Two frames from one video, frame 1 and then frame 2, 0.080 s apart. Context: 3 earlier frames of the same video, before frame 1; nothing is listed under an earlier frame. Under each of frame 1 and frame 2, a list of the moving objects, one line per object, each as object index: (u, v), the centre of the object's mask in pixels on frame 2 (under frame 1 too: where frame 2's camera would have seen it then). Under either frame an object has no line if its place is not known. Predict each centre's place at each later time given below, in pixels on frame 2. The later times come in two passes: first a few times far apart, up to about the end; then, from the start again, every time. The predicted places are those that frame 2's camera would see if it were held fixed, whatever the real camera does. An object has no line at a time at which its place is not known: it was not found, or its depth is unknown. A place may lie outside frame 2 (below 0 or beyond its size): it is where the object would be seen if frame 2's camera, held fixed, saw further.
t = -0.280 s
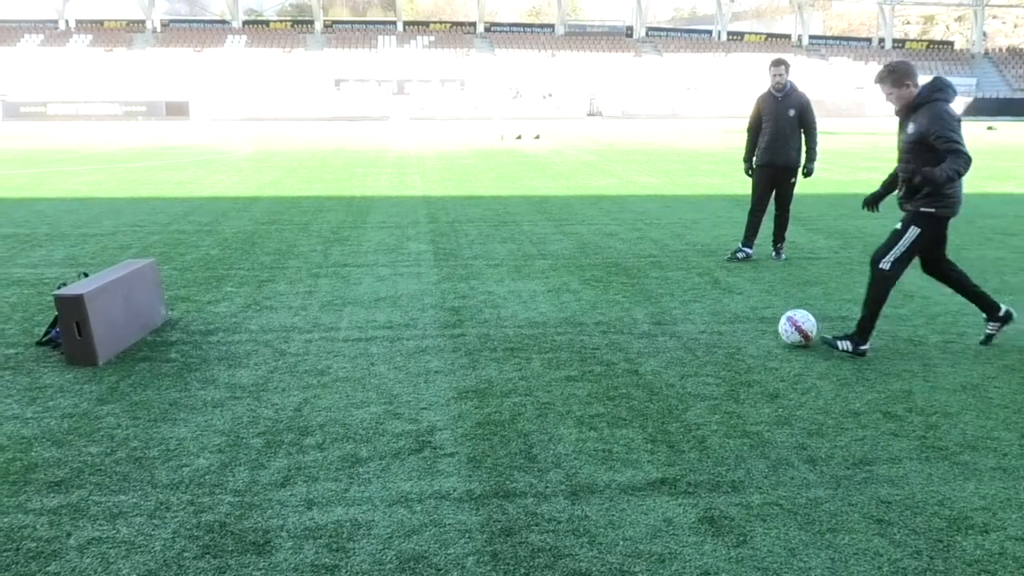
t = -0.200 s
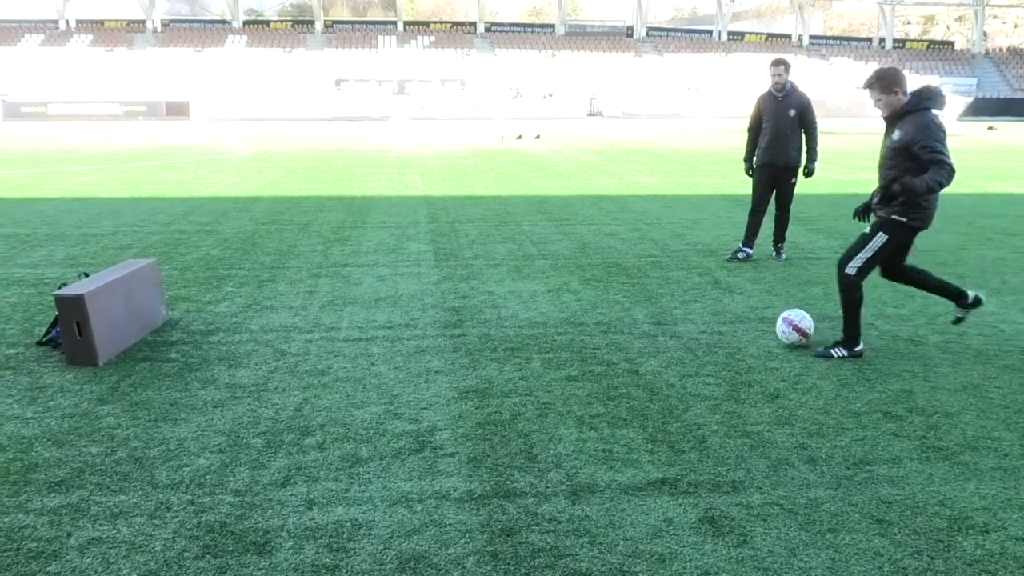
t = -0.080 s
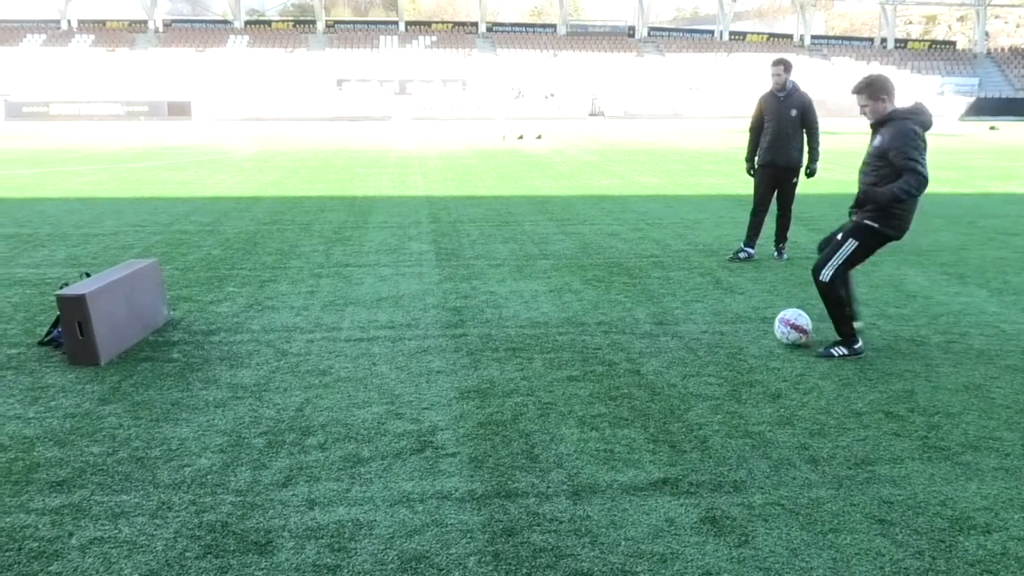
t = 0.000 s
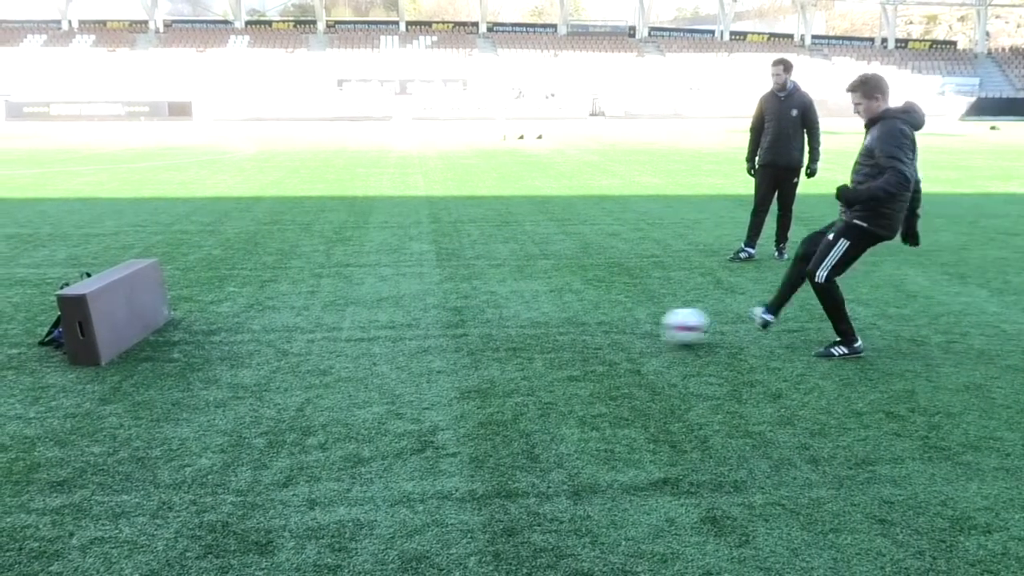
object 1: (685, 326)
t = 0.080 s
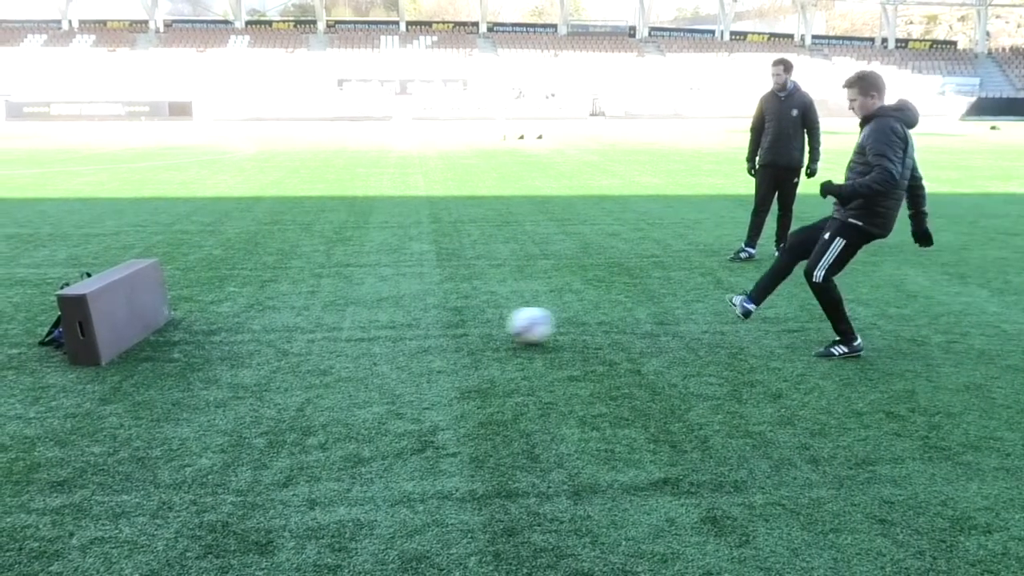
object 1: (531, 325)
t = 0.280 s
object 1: (169, 329)
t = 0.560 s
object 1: (361, 290)
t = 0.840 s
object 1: (567, 313)
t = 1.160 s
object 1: (715, 315)
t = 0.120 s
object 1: (456, 326)
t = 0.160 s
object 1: (381, 327)
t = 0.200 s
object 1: (310, 328)
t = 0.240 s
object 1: (239, 328)
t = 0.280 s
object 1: (169, 329)
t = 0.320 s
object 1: (158, 321)
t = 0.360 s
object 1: (190, 309)
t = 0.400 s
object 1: (224, 300)
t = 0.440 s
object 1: (258, 293)
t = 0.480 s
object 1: (292, 290)
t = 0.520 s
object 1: (327, 288)
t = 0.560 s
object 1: (361, 290)
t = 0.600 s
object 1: (395, 295)
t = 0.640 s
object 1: (429, 301)
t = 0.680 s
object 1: (463, 308)
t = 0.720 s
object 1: (497, 319)
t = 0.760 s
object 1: (527, 327)
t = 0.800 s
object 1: (547, 317)
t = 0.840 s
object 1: (567, 313)
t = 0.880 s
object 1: (588, 310)
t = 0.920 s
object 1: (608, 310)
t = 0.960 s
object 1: (628, 311)
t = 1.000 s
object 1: (648, 316)
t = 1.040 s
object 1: (668, 324)
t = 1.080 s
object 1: (687, 328)
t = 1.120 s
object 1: (701, 321)
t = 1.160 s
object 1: (715, 315)
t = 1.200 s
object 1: (730, 316)
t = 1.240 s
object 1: (744, 318)
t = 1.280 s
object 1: (758, 321)
